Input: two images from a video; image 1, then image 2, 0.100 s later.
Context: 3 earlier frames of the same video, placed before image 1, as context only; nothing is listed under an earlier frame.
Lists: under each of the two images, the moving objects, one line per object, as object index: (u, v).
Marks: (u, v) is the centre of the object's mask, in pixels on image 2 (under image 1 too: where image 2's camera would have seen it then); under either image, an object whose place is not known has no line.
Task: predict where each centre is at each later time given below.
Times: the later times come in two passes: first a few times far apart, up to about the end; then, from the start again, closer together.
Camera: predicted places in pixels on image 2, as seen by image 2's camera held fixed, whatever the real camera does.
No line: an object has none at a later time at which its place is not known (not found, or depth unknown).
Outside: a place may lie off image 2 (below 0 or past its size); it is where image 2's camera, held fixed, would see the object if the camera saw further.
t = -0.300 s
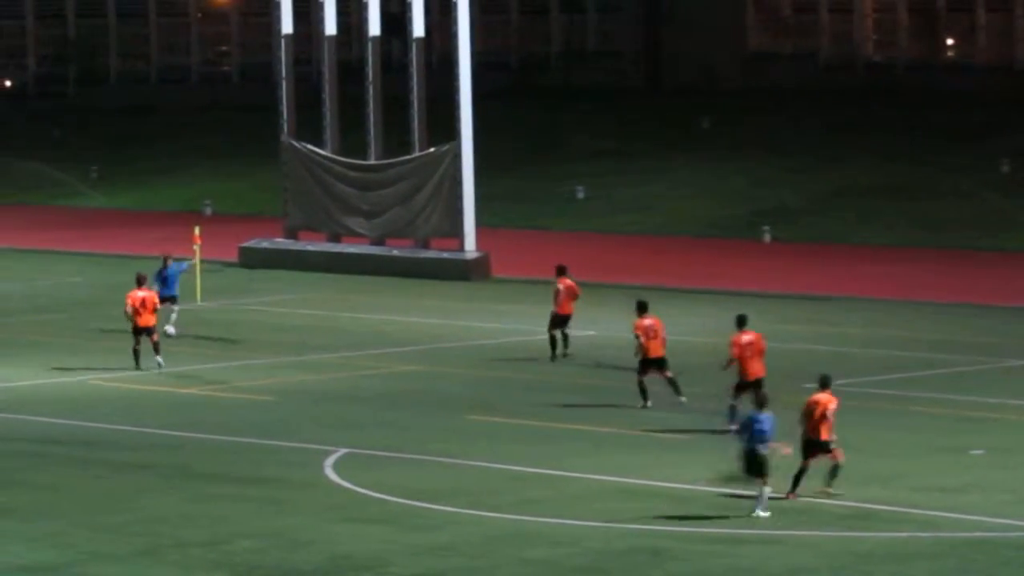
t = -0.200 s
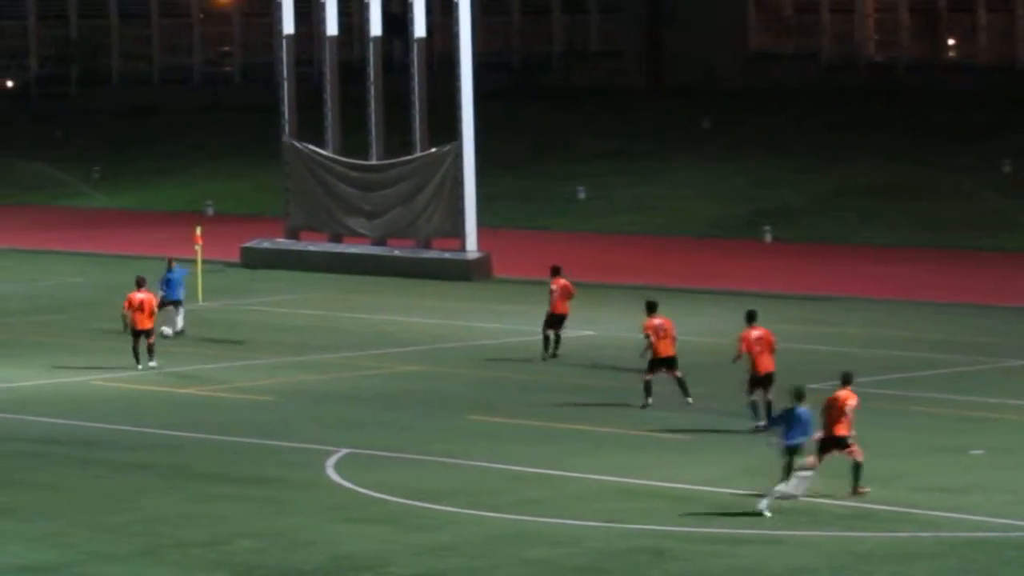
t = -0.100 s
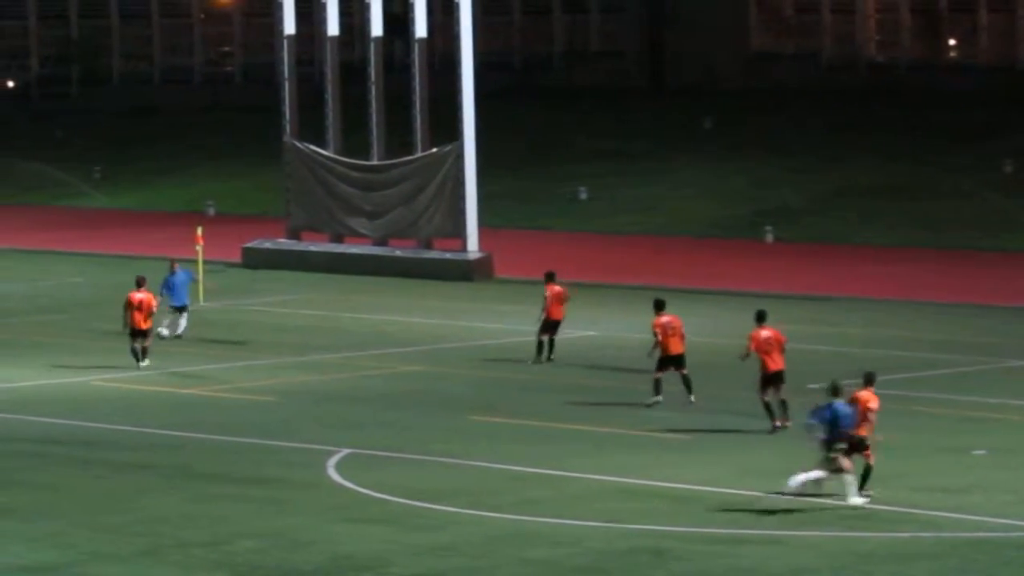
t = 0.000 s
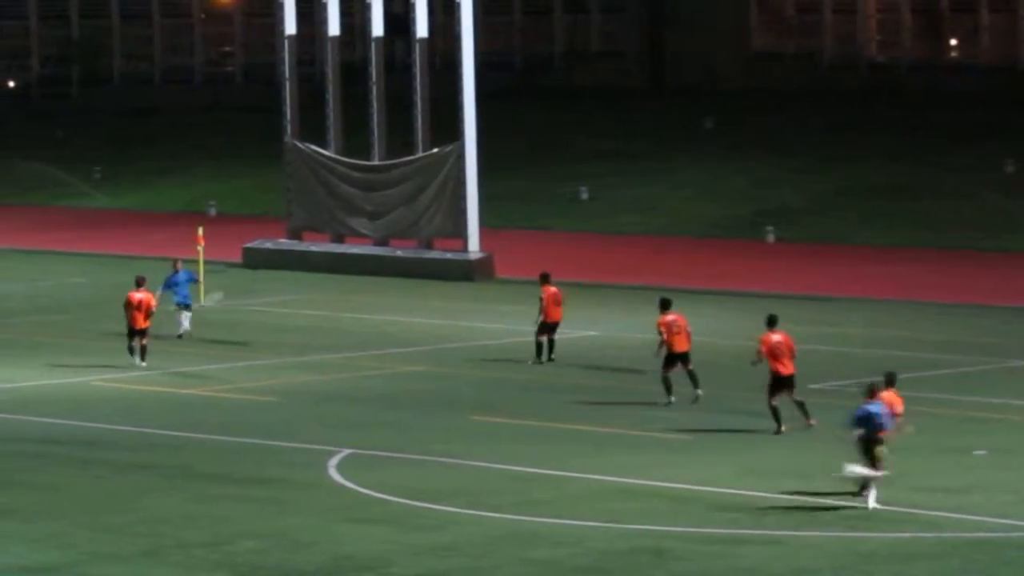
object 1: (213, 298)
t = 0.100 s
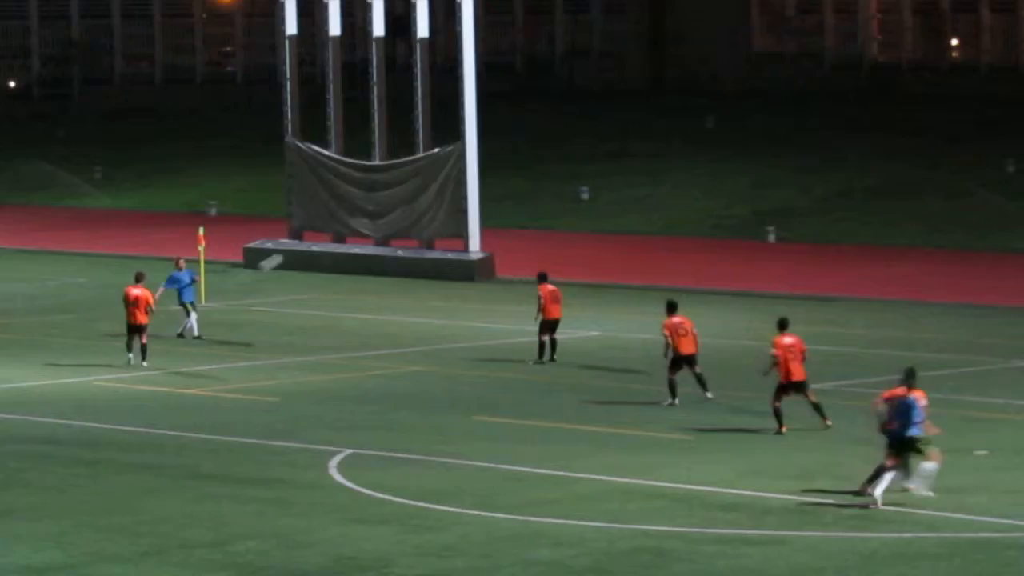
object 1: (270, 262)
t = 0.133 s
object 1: (288, 253)
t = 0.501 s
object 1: (507, 152)
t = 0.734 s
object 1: (648, 116)
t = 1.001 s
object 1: (798, 103)
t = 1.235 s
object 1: (946, 117)
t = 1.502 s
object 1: (1133, 163)
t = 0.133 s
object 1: (288, 253)
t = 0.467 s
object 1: (488, 159)
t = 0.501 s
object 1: (507, 152)
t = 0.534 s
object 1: (527, 145)
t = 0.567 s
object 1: (547, 139)
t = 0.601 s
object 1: (567, 134)
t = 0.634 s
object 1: (587, 128)
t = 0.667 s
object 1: (607, 124)
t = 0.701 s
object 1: (628, 120)
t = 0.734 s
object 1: (648, 116)
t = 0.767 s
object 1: (668, 113)
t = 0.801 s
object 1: (689, 110)
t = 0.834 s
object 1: (707, 108)
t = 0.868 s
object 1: (727, 106)
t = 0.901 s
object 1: (739, 104)
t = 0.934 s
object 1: (758, 103)
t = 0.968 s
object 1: (778, 102)
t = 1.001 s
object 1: (798, 103)
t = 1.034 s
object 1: (819, 103)
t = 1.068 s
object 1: (841, 105)
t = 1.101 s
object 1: (861, 106)
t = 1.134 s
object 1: (881, 108)
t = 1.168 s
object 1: (903, 111)
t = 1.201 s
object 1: (925, 114)
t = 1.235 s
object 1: (946, 117)
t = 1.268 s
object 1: (969, 121)
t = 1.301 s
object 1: (991, 126)
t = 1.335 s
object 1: (1014, 131)
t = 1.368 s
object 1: (1038, 136)
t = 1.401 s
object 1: (1062, 142)
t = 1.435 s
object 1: (1085, 149)
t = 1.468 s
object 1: (1110, 156)
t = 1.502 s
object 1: (1133, 163)
